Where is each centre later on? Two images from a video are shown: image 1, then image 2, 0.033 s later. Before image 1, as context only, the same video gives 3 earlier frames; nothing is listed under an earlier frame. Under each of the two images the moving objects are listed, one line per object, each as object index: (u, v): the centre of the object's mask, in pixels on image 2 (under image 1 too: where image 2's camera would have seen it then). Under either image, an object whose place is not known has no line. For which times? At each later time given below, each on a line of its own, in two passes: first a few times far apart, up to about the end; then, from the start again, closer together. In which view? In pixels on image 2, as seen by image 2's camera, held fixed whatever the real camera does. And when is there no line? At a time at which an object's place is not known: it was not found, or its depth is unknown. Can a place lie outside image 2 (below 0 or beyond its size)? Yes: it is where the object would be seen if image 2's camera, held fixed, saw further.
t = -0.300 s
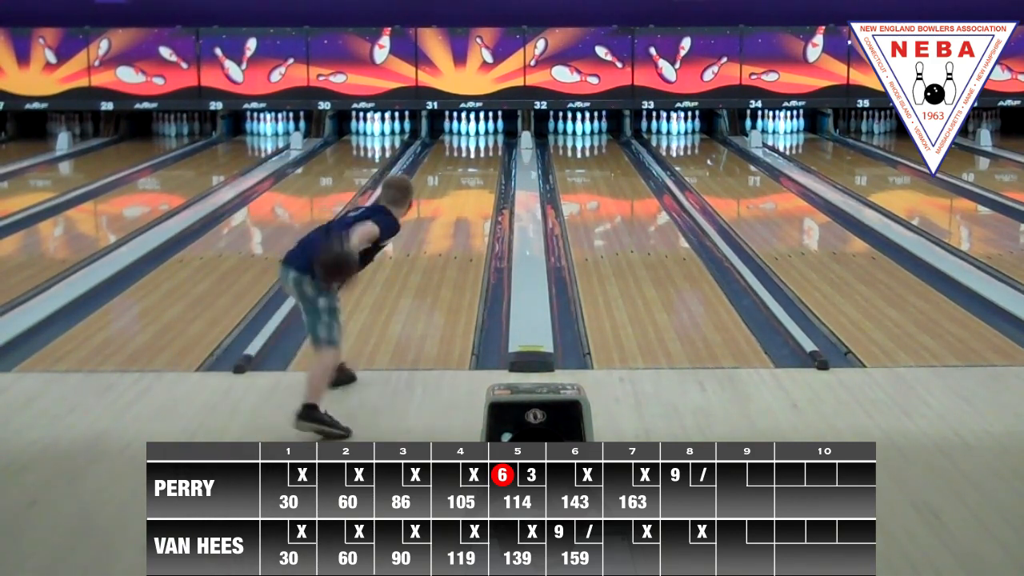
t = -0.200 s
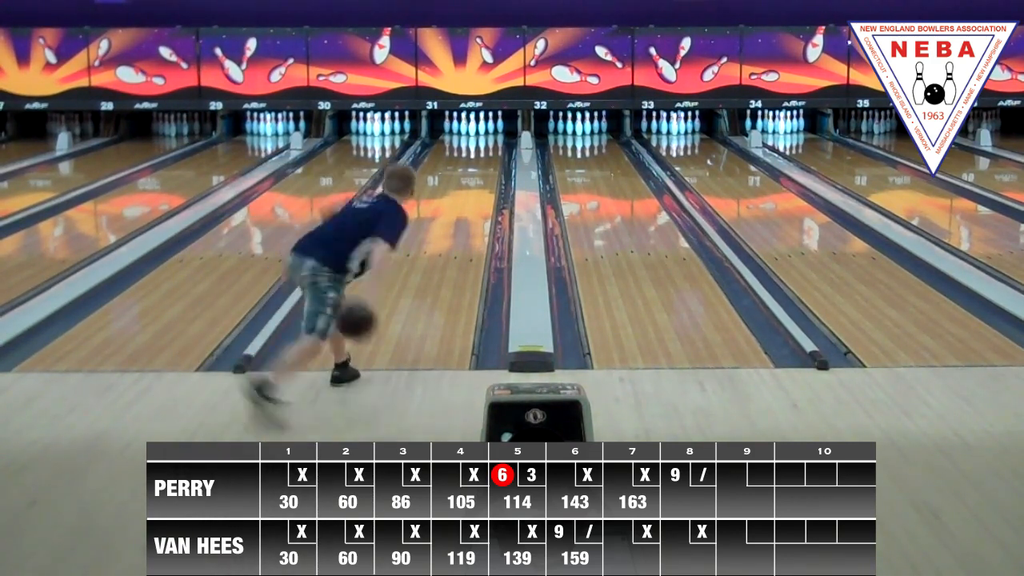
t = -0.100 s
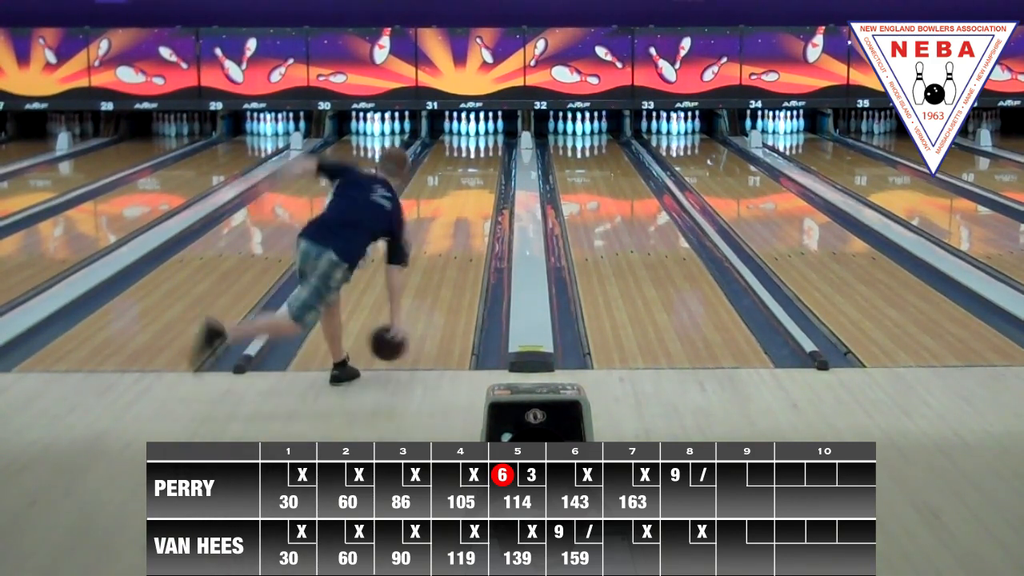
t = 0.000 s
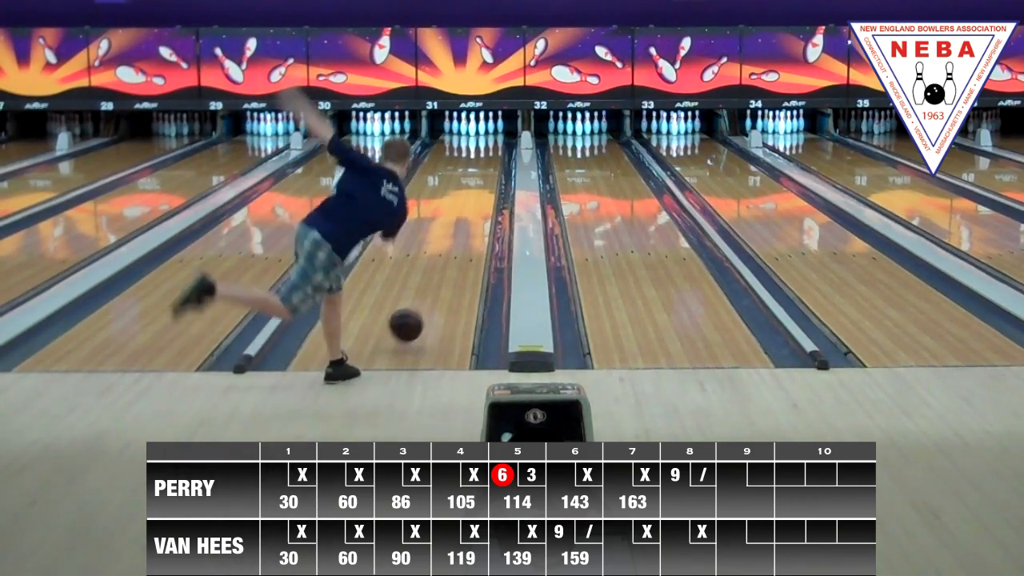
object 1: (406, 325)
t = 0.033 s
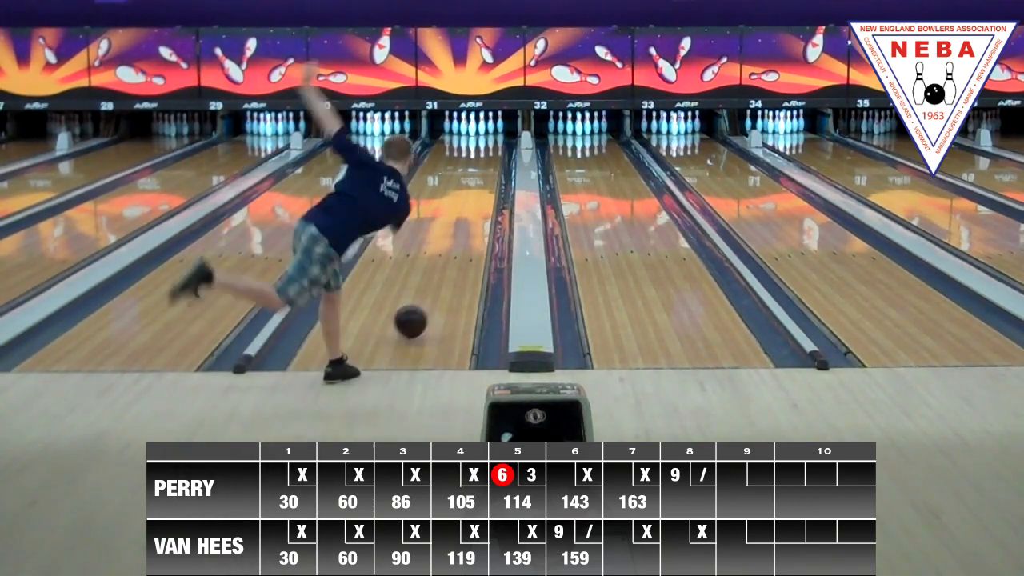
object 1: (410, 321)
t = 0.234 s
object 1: (433, 281)
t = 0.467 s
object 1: (453, 244)
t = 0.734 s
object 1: (468, 222)
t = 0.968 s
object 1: (478, 191)
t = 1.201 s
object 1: (485, 174)
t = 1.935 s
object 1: (487, 140)
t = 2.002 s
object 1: (484, 138)
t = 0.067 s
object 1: (415, 316)
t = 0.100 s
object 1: (419, 308)
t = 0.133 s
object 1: (423, 301)
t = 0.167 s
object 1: (427, 294)
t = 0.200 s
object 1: (430, 288)
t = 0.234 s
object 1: (433, 281)
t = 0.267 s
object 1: (437, 275)
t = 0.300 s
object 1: (440, 269)
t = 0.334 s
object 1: (443, 264)
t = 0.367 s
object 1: (445, 259)
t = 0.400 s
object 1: (448, 254)
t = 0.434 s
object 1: (450, 249)
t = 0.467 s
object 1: (453, 244)
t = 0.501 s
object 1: (455, 240)
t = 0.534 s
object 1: (457, 236)
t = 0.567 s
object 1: (459, 233)
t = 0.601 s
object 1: (461, 232)
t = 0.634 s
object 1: (463, 229)
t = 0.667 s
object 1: (464, 227)
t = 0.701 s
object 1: (466, 224)
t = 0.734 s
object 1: (468, 222)
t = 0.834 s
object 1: (474, 198)
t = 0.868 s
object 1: (475, 197)
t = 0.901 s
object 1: (476, 195)
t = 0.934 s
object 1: (478, 193)
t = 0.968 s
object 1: (478, 191)
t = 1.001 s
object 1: (479, 189)
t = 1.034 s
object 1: (481, 187)
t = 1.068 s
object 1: (482, 184)
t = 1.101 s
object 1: (483, 182)
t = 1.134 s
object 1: (484, 180)
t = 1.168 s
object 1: (485, 177)
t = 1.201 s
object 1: (485, 174)
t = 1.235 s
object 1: (487, 171)
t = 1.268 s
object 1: (488, 168)
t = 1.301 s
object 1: (488, 162)
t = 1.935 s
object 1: (487, 140)
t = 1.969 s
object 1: (485, 138)
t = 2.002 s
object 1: (484, 138)
